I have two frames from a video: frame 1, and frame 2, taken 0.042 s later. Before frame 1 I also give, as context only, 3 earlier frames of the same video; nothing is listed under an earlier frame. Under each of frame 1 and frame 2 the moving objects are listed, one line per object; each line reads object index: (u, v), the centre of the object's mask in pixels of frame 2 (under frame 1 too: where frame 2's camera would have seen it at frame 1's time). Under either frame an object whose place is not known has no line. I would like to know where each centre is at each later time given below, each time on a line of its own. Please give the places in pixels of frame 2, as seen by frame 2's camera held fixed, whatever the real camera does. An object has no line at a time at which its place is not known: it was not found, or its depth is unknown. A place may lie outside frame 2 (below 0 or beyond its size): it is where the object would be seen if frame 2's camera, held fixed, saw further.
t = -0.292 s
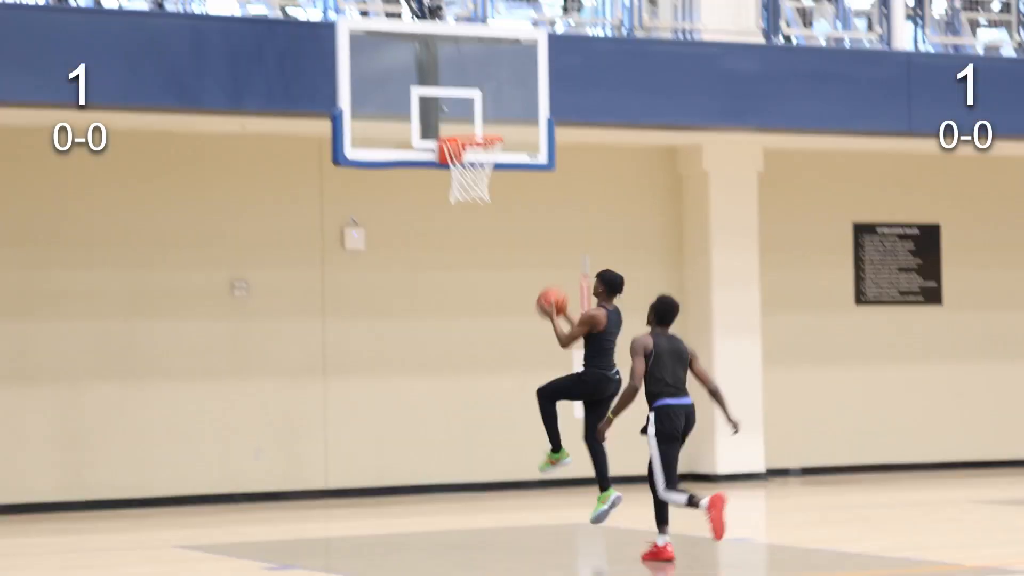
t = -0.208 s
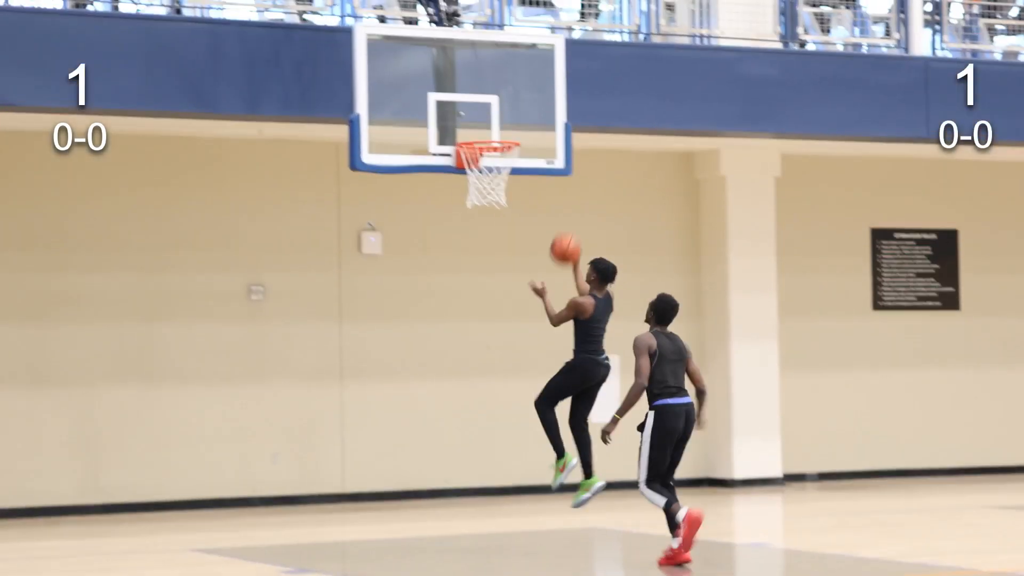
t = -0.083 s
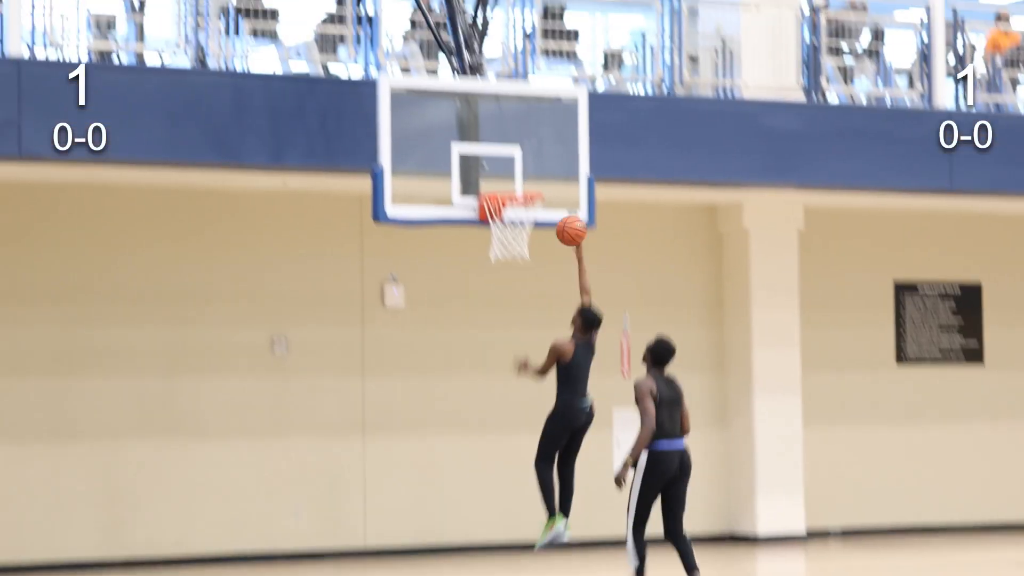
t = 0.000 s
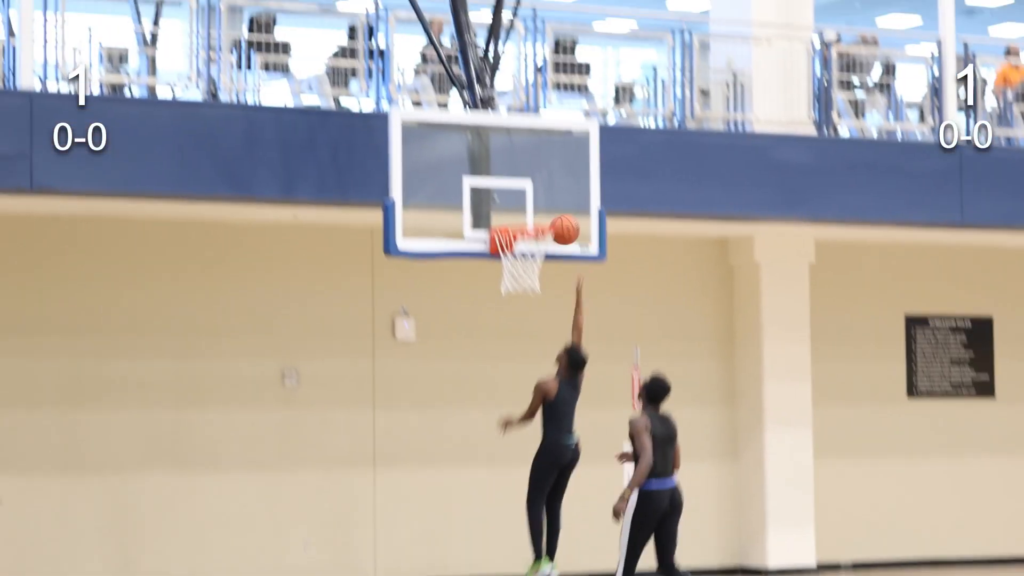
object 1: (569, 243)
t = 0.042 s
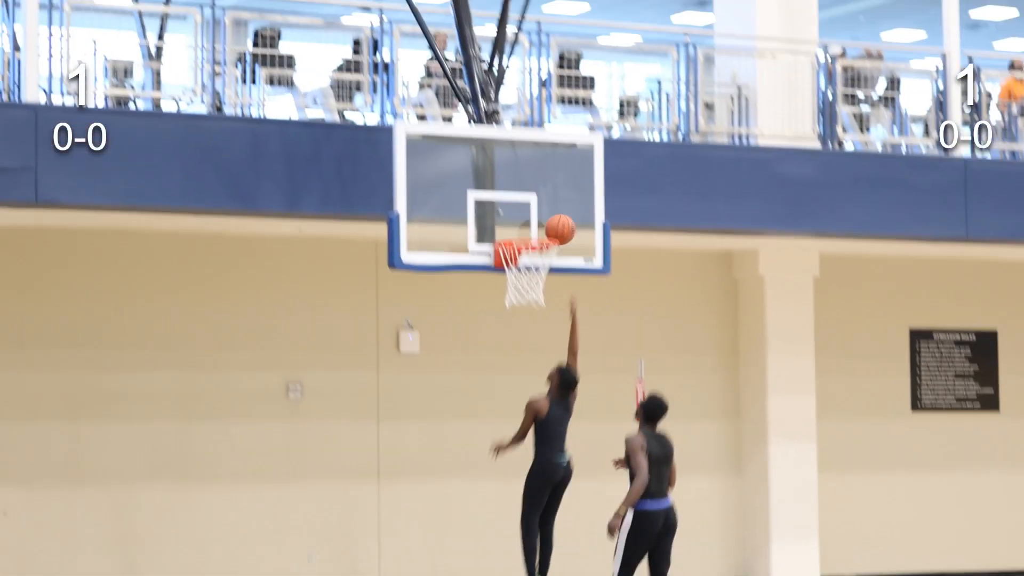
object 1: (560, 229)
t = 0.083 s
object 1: (551, 217)
